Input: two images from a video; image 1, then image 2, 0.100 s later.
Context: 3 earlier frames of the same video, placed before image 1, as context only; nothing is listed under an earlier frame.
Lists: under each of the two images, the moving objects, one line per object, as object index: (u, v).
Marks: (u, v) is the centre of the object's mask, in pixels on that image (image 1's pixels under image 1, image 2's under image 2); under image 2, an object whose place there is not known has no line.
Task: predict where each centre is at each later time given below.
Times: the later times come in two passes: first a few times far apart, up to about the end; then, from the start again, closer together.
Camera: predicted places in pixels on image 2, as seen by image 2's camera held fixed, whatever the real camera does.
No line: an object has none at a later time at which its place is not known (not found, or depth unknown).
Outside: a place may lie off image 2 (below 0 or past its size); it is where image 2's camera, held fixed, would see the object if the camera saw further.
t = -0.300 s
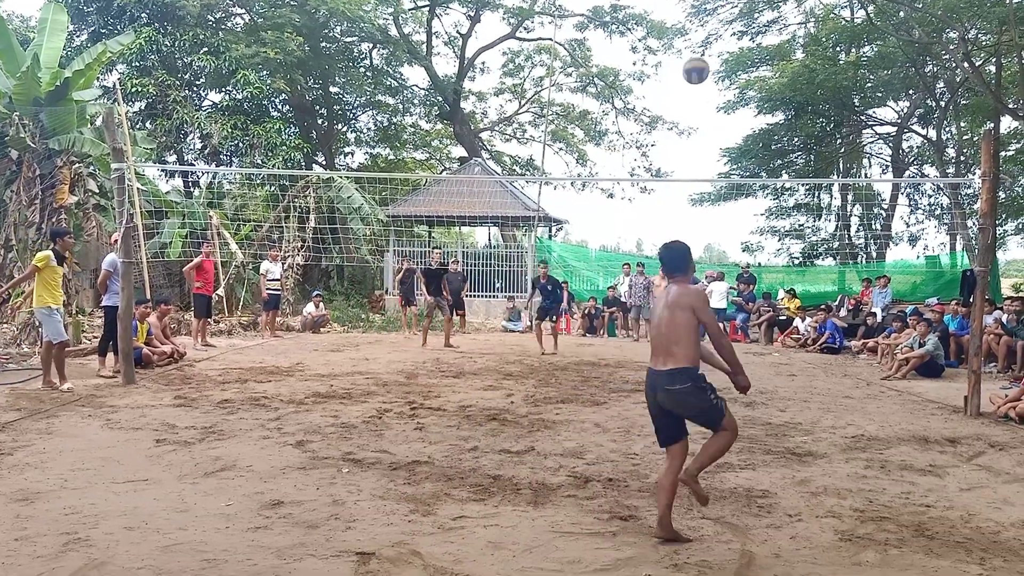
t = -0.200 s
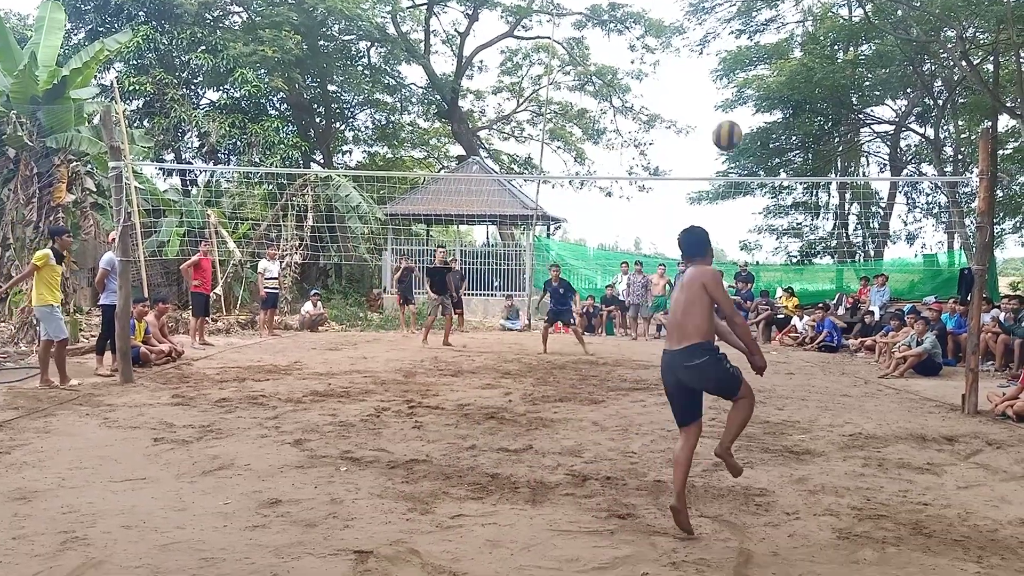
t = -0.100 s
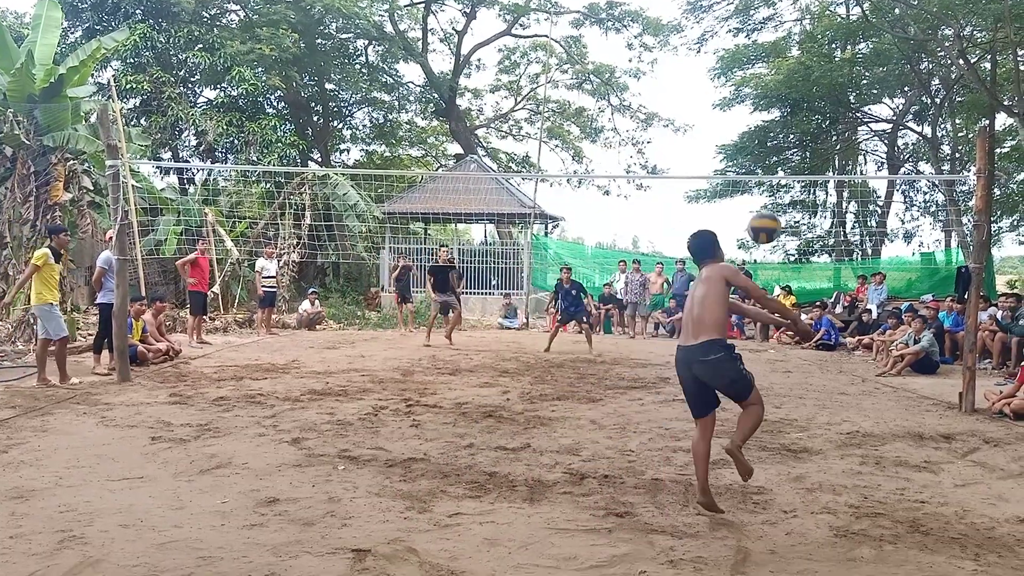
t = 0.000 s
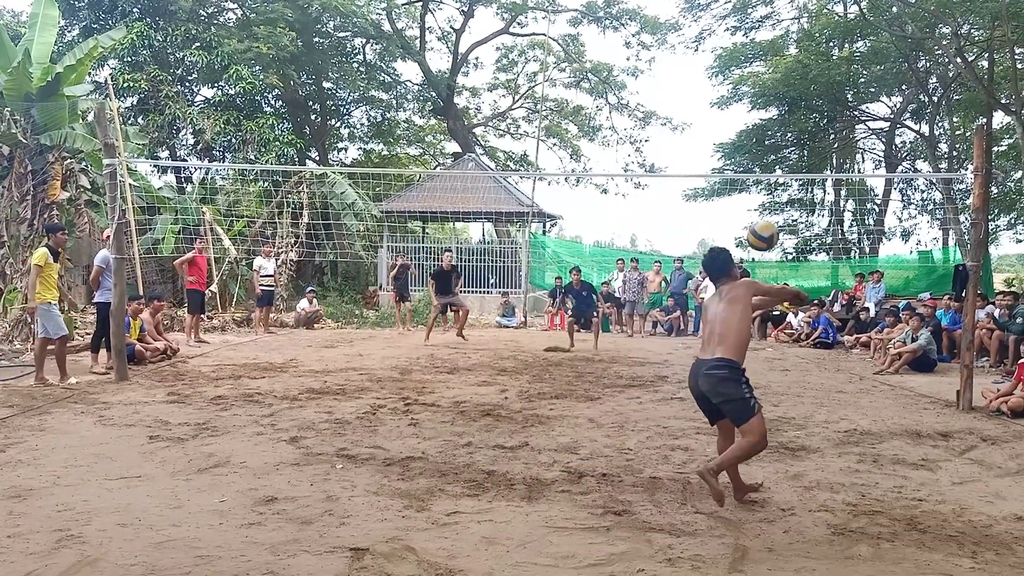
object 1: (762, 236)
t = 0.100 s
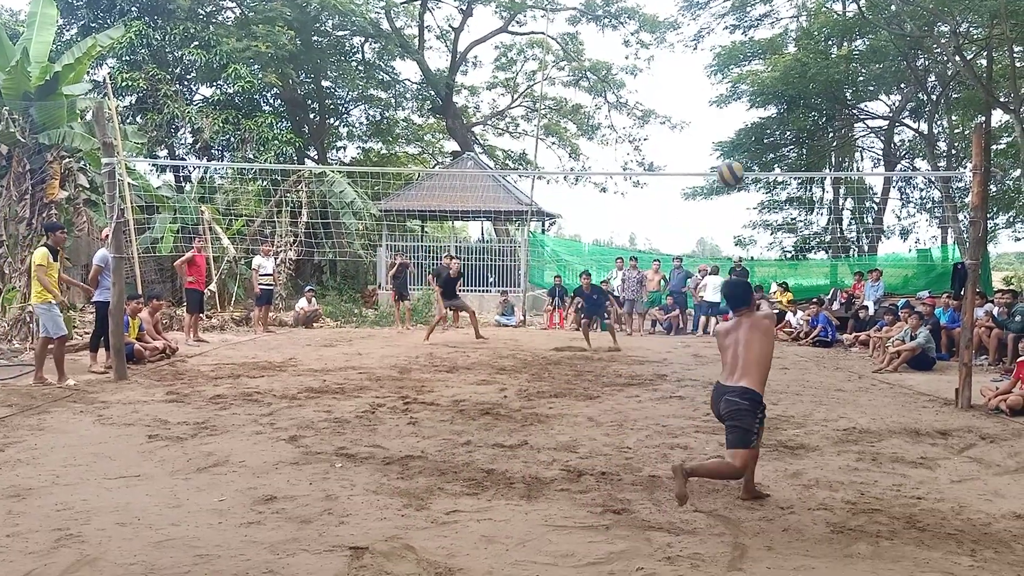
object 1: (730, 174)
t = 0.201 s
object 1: (706, 139)
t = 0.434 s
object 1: (672, 115)
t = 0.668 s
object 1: (653, 132)
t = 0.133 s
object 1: (721, 160)
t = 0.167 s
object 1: (713, 149)
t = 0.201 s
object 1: (706, 139)
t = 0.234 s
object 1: (699, 131)
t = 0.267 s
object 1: (693, 125)
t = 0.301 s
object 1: (688, 121)
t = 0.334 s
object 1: (683, 117)
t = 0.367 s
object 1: (679, 115)
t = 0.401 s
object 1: (675, 115)
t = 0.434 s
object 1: (672, 115)
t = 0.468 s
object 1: (668, 115)
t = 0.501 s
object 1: (665, 116)
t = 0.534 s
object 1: (663, 118)
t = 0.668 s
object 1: (653, 132)
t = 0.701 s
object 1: (650, 138)
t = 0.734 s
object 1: (648, 143)
